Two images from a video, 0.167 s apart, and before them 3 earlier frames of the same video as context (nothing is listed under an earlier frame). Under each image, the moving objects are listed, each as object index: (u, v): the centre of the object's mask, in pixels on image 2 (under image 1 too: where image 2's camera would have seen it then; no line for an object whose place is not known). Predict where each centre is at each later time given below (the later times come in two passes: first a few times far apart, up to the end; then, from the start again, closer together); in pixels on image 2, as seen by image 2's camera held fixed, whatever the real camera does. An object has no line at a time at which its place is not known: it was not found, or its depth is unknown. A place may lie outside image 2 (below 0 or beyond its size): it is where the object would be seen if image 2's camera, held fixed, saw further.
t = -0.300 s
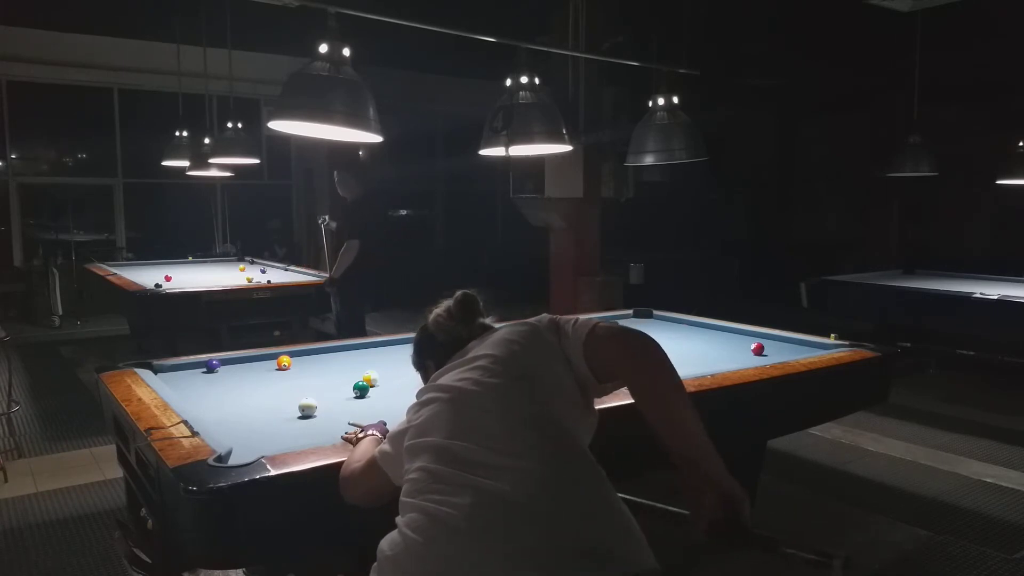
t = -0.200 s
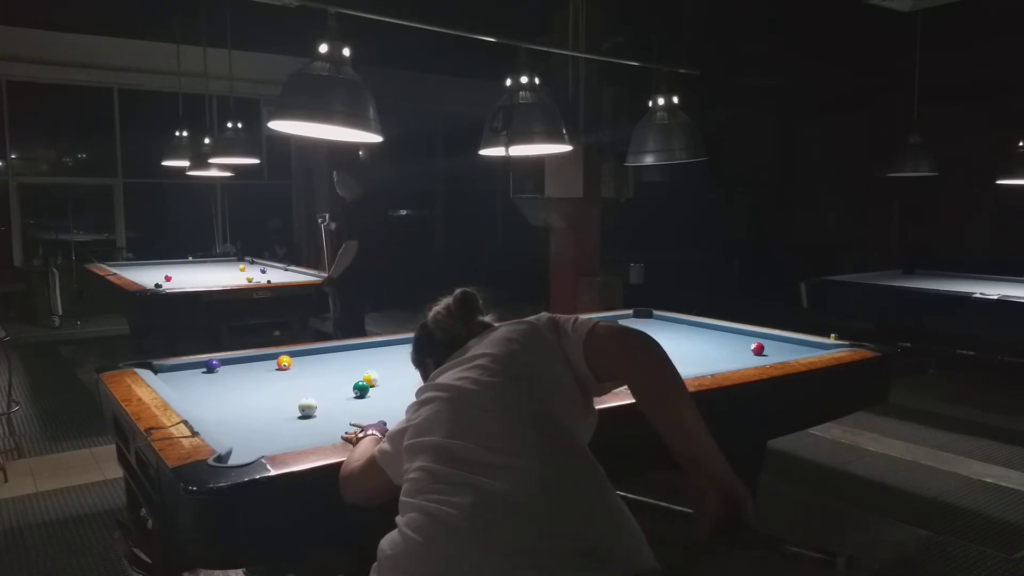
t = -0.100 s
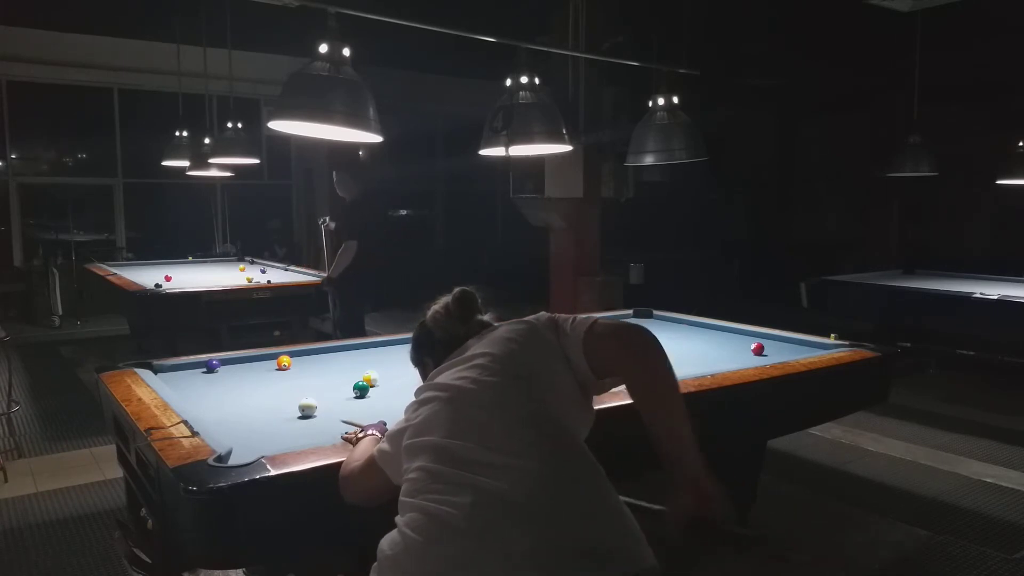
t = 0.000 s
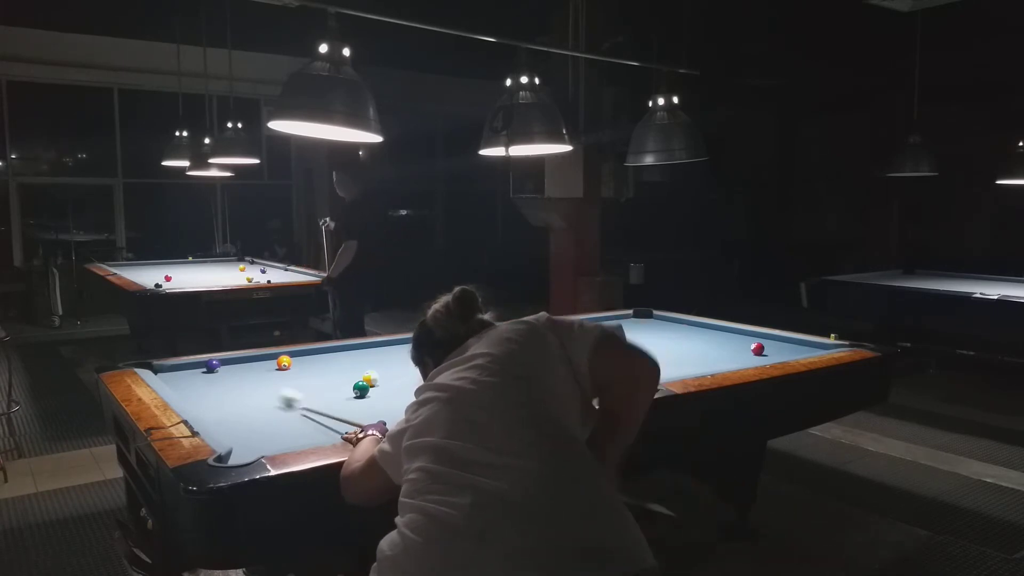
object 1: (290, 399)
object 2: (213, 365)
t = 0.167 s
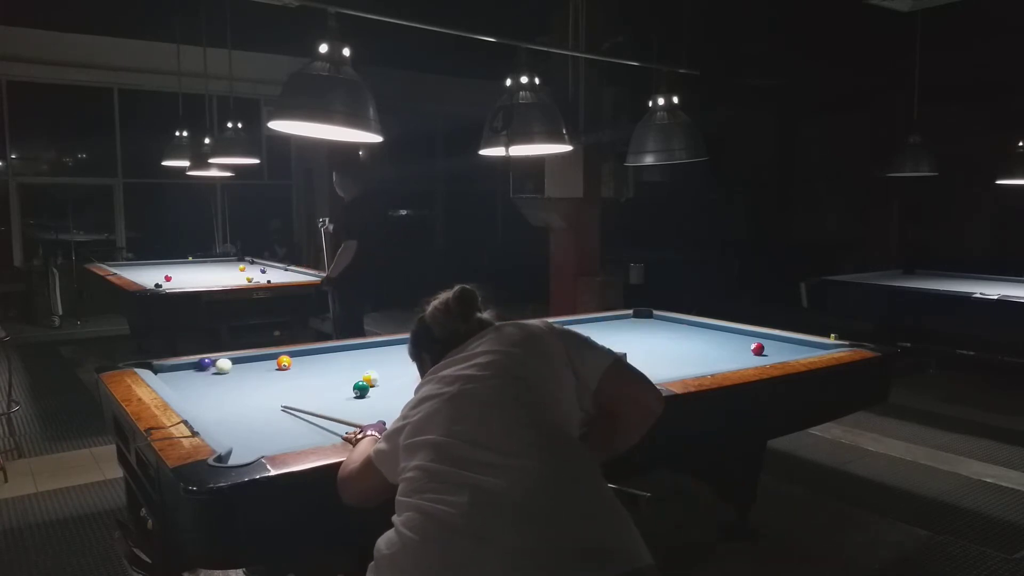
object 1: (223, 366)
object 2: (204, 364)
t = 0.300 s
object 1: (235, 362)
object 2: (212, 379)
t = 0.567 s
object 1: (259, 359)
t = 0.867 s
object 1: (291, 356)
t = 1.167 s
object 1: (317, 358)
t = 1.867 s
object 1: (369, 358)
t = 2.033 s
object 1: (384, 357)
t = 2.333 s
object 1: (402, 357)
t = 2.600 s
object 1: (417, 357)
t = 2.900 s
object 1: (432, 357)
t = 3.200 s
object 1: (446, 357)
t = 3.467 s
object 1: (456, 357)
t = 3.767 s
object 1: (466, 357)
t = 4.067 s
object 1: (474, 358)
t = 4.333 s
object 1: (479, 358)
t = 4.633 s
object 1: (484, 358)
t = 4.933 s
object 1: (486, 358)
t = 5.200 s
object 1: (487, 358)
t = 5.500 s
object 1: (487, 358)
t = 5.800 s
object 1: (487, 358)
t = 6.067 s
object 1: (487, 358)
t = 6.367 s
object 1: (487, 358)
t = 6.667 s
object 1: (487, 358)
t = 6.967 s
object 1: (487, 358)
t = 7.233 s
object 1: (487, 358)
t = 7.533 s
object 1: (487, 358)
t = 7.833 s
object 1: (487, 358)
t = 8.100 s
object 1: (487, 358)
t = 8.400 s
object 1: (487, 358)
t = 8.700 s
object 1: (487, 358)
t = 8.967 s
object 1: (487, 358)
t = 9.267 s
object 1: (487, 358)
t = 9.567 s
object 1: (487, 358)
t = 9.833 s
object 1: (487, 358)
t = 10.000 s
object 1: (487, 358)
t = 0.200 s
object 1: (227, 365)
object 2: (207, 367)
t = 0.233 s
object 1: (230, 364)
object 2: (208, 371)
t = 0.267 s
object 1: (233, 363)
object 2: (210, 375)
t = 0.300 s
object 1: (235, 362)
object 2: (212, 379)
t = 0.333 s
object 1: (238, 361)
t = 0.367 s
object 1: (240, 361)
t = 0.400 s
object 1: (243, 360)
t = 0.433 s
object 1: (245, 359)
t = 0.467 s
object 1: (249, 359)
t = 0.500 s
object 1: (252, 359)
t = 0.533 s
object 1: (256, 359)
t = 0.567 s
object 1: (259, 359)
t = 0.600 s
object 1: (263, 358)
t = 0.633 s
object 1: (266, 358)
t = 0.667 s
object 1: (269, 358)
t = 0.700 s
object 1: (272, 358)
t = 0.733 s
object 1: (274, 357)
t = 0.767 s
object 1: (277, 356)
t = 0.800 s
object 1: (282, 355)
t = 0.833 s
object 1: (287, 355)
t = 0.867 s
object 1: (291, 356)
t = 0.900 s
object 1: (294, 357)
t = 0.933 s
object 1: (296, 358)
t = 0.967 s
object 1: (299, 358)
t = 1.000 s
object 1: (302, 358)
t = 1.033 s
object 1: (305, 358)
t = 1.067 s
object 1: (308, 357)
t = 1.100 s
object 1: (311, 358)
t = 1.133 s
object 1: (314, 358)
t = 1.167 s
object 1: (317, 358)
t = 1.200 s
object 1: (320, 358)
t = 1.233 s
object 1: (322, 357)
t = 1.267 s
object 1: (321, 354)
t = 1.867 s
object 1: (369, 358)
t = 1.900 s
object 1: (375, 357)
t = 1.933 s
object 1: (377, 357)
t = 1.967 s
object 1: (379, 357)
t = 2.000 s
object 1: (381, 357)
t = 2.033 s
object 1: (384, 357)
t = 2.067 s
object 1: (386, 357)
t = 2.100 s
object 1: (388, 357)
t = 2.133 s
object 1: (390, 357)
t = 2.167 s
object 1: (392, 357)
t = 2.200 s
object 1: (394, 357)
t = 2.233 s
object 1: (396, 357)
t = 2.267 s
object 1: (398, 357)
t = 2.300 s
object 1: (400, 357)
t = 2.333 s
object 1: (402, 357)
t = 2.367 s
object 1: (404, 357)
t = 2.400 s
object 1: (406, 357)
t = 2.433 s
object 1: (408, 357)
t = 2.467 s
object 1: (410, 357)
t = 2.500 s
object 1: (412, 357)
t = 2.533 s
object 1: (414, 357)
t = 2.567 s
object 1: (416, 357)
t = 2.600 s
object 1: (417, 357)
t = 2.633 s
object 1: (419, 357)
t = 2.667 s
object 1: (421, 357)
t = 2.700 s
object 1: (423, 357)
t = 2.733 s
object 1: (424, 357)
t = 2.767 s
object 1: (426, 357)
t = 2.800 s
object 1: (428, 357)
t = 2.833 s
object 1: (429, 357)
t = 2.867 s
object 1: (431, 357)
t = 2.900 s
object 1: (432, 357)
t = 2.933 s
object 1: (434, 357)
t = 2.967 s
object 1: (436, 357)
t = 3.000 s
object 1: (437, 357)
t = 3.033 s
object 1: (439, 357)
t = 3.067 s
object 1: (440, 357)
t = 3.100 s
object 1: (441, 357)
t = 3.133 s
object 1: (443, 357)
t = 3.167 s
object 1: (444, 357)
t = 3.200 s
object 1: (446, 357)
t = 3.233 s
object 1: (447, 357)
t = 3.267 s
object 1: (448, 357)
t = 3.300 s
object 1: (450, 357)
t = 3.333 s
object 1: (451, 357)
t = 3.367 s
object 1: (452, 357)
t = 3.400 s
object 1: (454, 357)
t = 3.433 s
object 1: (455, 357)
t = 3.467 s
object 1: (456, 357)
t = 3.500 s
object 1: (457, 357)
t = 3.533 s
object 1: (459, 358)
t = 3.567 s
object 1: (460, 357)
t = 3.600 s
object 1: (461, 357)
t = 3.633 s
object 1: (462, 357)
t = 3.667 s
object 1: (463, 357)
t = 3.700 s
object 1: (464, 357)
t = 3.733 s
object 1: (465, 358)
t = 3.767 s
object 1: (466, 357)
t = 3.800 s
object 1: (467, 358)
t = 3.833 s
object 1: (468, 357)
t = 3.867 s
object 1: (469, 358)
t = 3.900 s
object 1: (470, 358)
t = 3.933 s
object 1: (471, 358)
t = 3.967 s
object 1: (471, 358)
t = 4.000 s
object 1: (472, 358)
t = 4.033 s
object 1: (473, 358)
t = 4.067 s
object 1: (474, 358)
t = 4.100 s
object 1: (475, 358)
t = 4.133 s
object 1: (475, 358)
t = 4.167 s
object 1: (476, 358)
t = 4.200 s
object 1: (477, 358)
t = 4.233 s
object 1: (477, 358)
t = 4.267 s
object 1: (478, 358)
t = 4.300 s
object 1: (479, 358)
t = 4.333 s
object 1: (479, 358)
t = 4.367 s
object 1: (480, 358)
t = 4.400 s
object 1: (480, 358)
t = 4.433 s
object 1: (481, 358)
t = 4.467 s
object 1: (481, 358)
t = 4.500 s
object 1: (482, 358)
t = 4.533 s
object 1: (482, 358)
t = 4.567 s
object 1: (483, 358)
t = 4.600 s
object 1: (483, 358)
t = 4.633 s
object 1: (484, 358)
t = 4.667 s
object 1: (484, 358)
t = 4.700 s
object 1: (484, 358)
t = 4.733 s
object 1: (485, 358)
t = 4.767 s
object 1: (485, 358)
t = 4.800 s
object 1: (485, 358)
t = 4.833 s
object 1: (486, 358)
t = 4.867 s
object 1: (486, 358)
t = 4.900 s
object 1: (486, 358)
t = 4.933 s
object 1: (486, 358)
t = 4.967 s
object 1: (486, 358)
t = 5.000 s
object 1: (487, 358)
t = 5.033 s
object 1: (487, 358)
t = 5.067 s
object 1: (487, 358)
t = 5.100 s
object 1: (487, 358)
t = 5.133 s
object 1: (487, 358)
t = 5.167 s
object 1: (487, 358)
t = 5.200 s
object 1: (487, 358)
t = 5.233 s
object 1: (487, 358)
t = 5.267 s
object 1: (487, 358)
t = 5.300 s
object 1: (487, 358)
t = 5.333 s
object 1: (487, 358)
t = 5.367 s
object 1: (487, 358)
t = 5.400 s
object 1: (487, 358)
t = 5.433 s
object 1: (487, 358)
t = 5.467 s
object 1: (487, 358)
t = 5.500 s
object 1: (487, 358)
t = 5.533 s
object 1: (487, 358)
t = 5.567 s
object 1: (487, 358)
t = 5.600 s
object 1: (487, 358)
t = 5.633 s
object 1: (487, 358)
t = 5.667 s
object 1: (487, 358)
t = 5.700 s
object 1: (487, 358)
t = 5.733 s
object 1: (487, 358)
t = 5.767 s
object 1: (487, 358)
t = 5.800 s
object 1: (487, 358)
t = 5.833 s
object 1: (487, 358)
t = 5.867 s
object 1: (487, 358)
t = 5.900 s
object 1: (487, 358)
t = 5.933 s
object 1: (487, 358)
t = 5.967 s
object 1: (487, 358)
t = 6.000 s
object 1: (487, 358)
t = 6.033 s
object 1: (487, 358)
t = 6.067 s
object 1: (487, 358)
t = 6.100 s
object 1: (487, 358)
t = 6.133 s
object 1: (487, 358)
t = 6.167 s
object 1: (487, 358)
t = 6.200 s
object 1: (487, 358)
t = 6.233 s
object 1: (487, 358)
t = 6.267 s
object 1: (487, 358)
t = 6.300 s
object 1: (487, 358)
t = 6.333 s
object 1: (487, 358)
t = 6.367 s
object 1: (487, 358)
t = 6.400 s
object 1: (487, 358)
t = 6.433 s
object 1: (487, 358)
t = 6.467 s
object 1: (487, 358)
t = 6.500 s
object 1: (487, 358)
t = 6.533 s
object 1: (487, 358)
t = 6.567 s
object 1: (487, 358)
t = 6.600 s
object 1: (487, 358)
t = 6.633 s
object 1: (487, 358)
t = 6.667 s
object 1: (487, 358)
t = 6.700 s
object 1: (487, 358)
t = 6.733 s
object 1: (487, 358)
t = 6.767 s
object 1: (487, 358)
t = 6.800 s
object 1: (487, 358)
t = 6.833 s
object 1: (487, 358)
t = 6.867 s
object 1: (487, 358)
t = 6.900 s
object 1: (487, 358)
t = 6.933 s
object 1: (487, 358)
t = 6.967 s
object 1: (487, 358)
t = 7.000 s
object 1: (487, 358)
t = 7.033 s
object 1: (487, 358)
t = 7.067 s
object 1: (487, 358)
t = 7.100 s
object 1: (487, 358)
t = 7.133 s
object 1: (487, 358)
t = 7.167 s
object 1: (487, 358)
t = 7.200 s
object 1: (487, 358)
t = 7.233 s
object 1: (487, 358)
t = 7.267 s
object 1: (487, 358)
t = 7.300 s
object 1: (487, 358)
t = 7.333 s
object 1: (487, 358)
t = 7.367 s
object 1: (487, 358)
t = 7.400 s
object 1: (487, 358)
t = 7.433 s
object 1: (487, 358)
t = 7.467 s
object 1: (487, 358)
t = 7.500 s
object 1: (487, 358)
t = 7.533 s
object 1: (487, 358)
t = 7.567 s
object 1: (487, 358)
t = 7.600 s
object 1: (487, 358)
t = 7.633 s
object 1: (487, 358)
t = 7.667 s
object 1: (487, 358)
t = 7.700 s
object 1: (487, 358)
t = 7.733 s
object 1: (487, 358)
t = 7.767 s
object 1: (487, 358)
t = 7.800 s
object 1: (487, 358)
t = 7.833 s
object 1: (487, 358)
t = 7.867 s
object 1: (487, 358)
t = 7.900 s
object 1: (487, 358)
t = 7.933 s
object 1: (487, 358)
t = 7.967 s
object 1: (487, 358)
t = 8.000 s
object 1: (487, 358)
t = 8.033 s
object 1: (487, 358)
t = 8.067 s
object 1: (487, 358)
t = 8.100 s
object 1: (487, 358)
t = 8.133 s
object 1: (487, 358)
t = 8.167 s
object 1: (487, 358)
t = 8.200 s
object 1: (487, 358)
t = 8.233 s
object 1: (487, 358)
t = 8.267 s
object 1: (487, 358)
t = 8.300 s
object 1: (487, 358)
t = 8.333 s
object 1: (487, 358)
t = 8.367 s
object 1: (487, 358)
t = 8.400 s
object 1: (487, 358)
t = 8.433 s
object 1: (487, 358)
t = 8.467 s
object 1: (487, 358)
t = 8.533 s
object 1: (487, 358)
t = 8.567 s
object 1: (487, 358)
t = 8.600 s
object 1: (487, 358)
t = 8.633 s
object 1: (487, 358)
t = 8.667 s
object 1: (487, 358)
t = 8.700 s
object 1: (487, 358)
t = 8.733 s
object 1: (487, 358)
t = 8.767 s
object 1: (487, 358)
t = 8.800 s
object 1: (487, 358)
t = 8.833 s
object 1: (487, 358)
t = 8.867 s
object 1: (487, 358)
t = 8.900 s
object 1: (487, 358)
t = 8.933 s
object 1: (487, 358)
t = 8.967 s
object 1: (487, 358)
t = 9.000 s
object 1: (487, 358)
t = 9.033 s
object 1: (487, 358)
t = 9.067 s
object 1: (487, 358)
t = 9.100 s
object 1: (487, 358)
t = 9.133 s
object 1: (487, 358)
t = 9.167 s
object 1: (487, 358)
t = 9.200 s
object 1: (487, 358)
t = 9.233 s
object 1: (487, 358)
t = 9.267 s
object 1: (487, 358)
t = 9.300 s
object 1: (487, 358)
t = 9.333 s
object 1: (487, 358)
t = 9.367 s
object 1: (487, 358)
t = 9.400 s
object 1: (487, 358)
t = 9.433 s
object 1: (487, 358)
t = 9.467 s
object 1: (487, 358)
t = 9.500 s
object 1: (487, 358)
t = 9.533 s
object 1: (487, 358)
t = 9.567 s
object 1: (487, 358)
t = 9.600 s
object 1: (487, 358)
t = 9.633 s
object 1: (487, 358)
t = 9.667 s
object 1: (487, 358)
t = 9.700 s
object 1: (487, 358)
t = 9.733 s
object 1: (487, 358)
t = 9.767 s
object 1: (487, 358)
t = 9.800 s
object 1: (487, 358)
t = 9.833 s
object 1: (487, 358)
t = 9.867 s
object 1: (487, 358)
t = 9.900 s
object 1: (487, 358)
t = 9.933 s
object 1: (487, 358)
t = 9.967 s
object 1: (487, 358)
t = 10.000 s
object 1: (487, 358)
